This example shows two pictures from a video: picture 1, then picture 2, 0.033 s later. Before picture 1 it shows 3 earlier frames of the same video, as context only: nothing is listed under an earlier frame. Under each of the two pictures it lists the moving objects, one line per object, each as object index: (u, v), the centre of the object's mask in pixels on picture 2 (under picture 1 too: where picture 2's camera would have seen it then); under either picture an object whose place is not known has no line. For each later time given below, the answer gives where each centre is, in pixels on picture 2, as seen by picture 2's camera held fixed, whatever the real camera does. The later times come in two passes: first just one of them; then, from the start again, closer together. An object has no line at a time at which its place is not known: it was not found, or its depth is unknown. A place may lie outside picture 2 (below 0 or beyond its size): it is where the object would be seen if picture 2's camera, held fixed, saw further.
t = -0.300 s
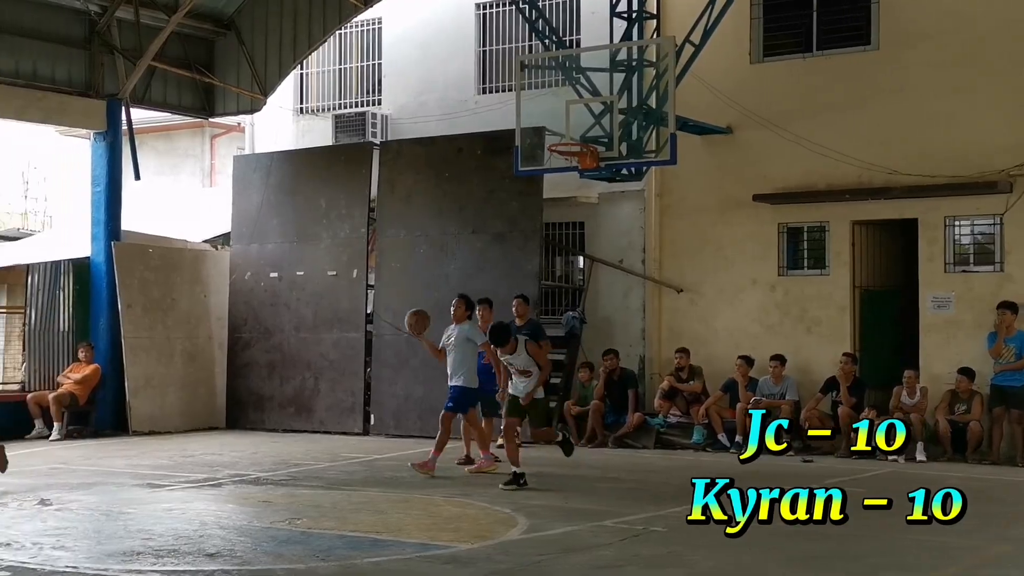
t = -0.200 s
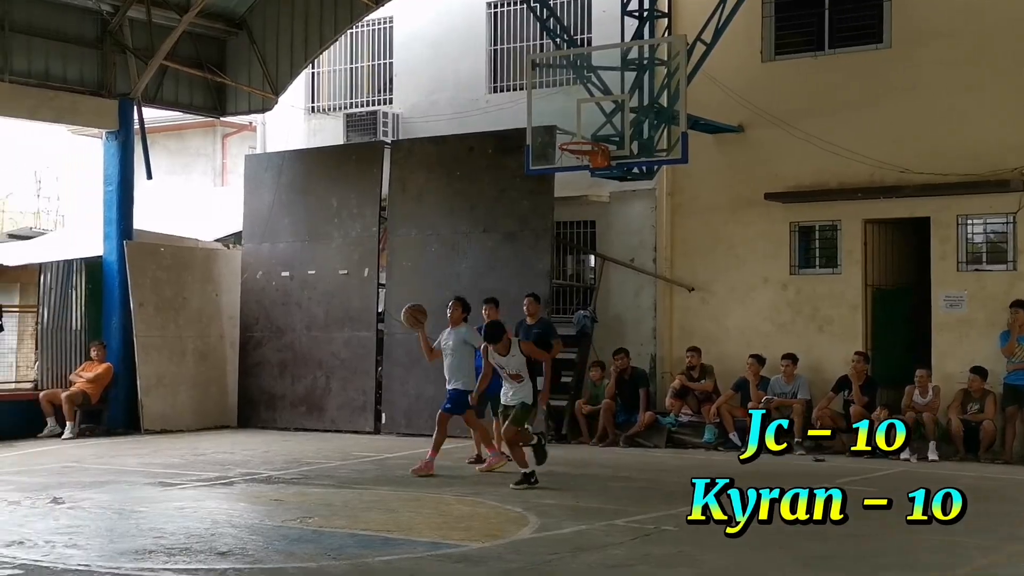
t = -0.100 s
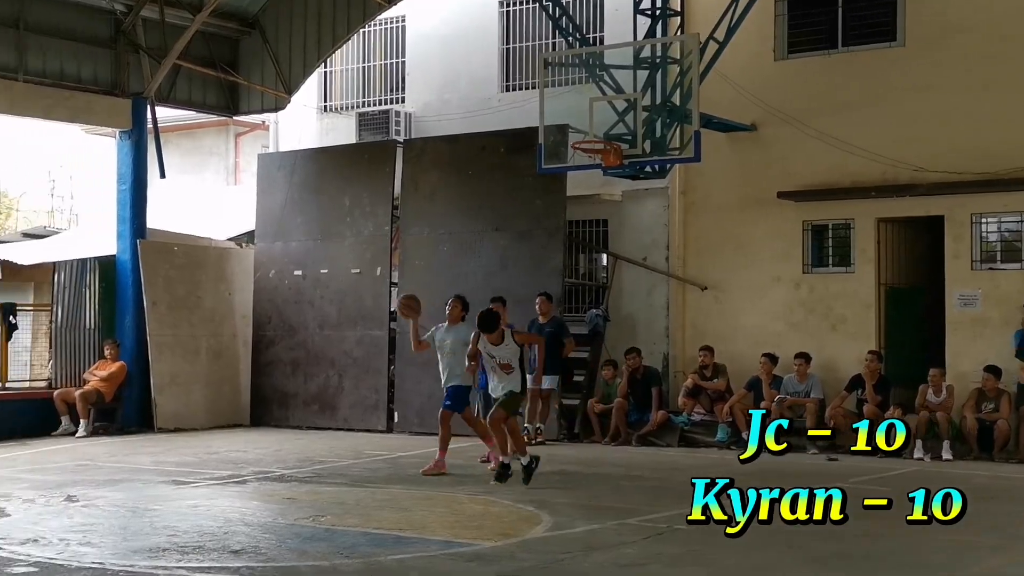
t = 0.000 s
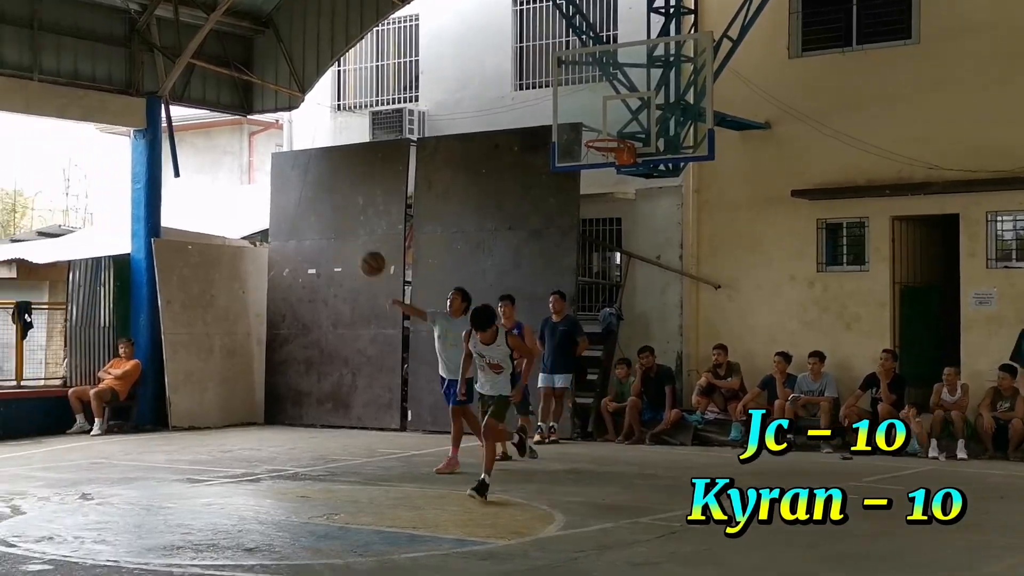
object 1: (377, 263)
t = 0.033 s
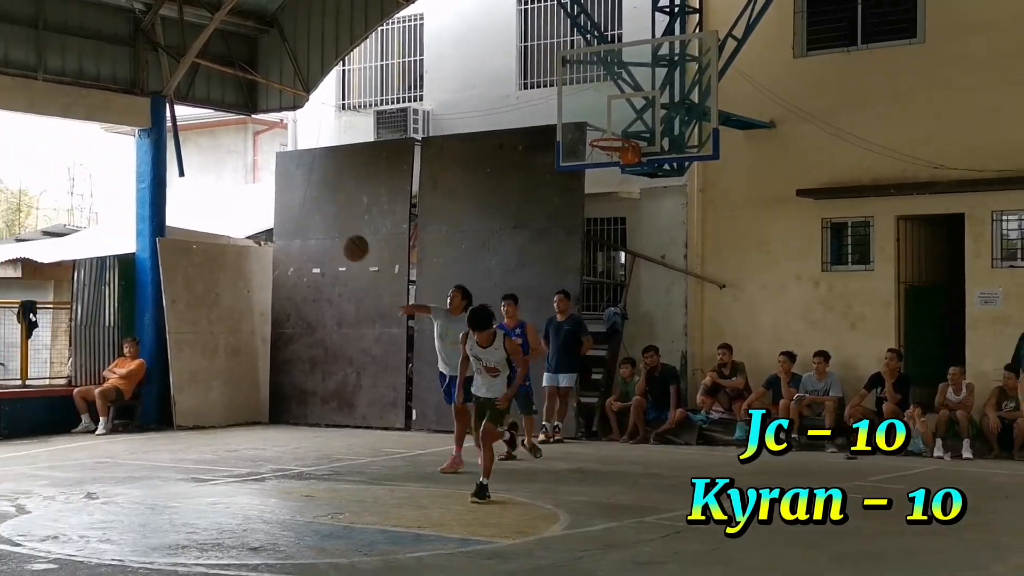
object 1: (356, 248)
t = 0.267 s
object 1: (176, 161)
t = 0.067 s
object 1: (333, 234)
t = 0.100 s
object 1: (310, 220)
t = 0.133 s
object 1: (286, 207)
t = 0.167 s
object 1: (260, 194)
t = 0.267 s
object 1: (176, 161)
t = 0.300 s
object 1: (147, 152)
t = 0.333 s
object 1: (113, 142)
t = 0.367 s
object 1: (79, 135)
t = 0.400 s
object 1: (42, 128)
